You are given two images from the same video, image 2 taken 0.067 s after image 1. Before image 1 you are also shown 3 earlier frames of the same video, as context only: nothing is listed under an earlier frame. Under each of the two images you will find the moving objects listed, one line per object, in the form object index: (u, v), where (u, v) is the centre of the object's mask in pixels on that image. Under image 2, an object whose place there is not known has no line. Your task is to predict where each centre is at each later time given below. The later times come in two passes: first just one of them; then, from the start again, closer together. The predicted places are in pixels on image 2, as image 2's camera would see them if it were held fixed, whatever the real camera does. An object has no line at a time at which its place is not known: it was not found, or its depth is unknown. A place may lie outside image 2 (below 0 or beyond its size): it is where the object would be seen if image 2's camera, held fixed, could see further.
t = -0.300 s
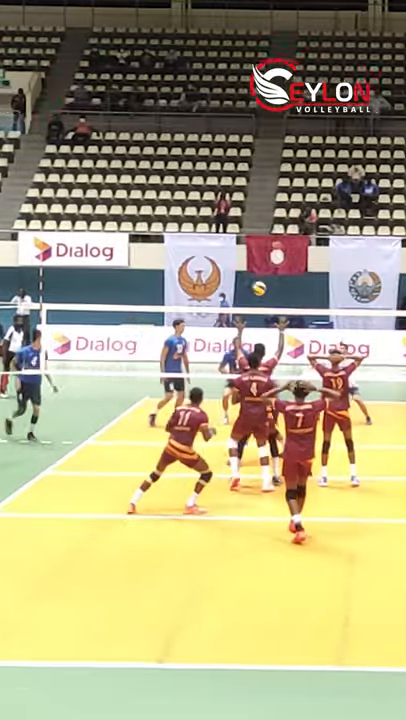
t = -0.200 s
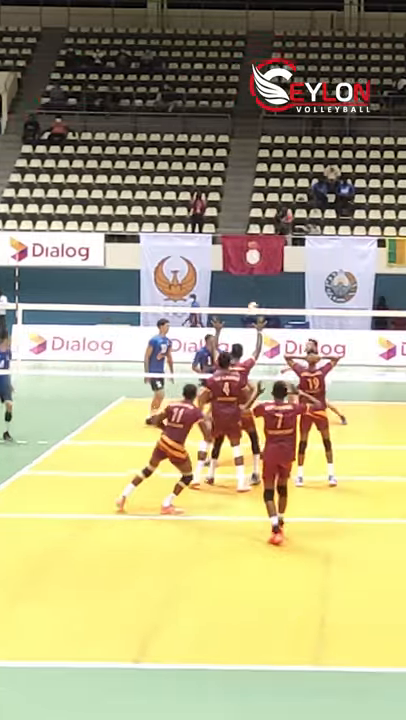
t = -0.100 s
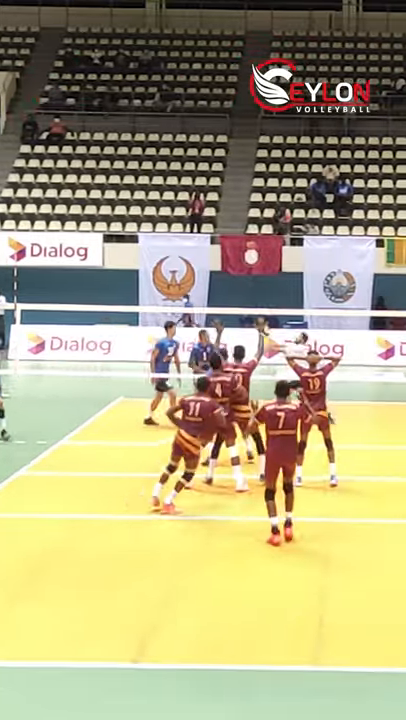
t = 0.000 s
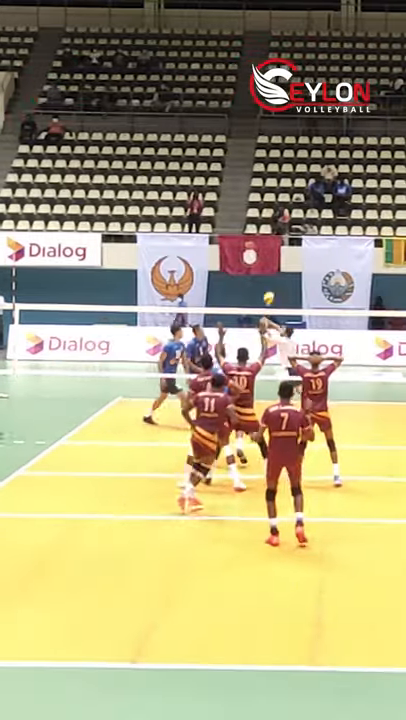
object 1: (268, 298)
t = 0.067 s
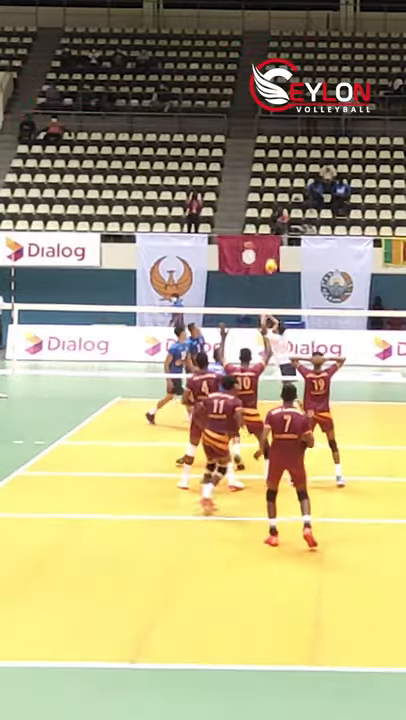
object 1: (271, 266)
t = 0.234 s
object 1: (281, 195)
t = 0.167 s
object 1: (276, 222)
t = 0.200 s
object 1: (278, 208)
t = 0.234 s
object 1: (281, 195)
